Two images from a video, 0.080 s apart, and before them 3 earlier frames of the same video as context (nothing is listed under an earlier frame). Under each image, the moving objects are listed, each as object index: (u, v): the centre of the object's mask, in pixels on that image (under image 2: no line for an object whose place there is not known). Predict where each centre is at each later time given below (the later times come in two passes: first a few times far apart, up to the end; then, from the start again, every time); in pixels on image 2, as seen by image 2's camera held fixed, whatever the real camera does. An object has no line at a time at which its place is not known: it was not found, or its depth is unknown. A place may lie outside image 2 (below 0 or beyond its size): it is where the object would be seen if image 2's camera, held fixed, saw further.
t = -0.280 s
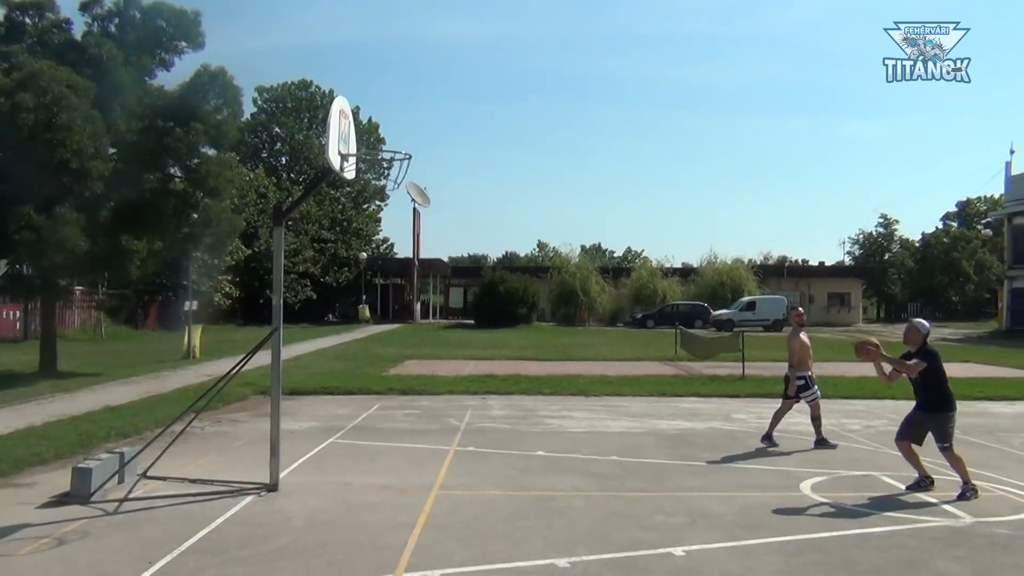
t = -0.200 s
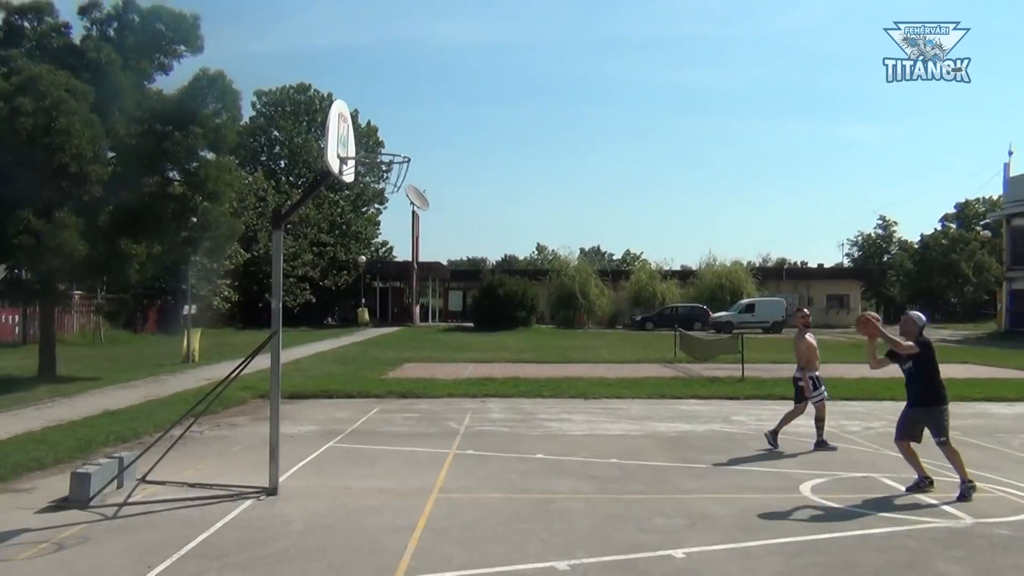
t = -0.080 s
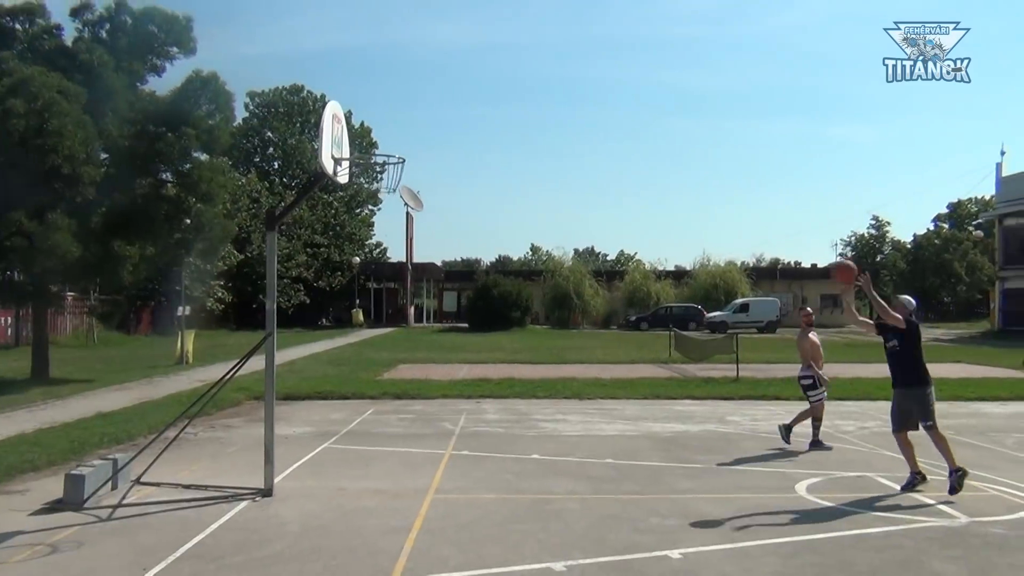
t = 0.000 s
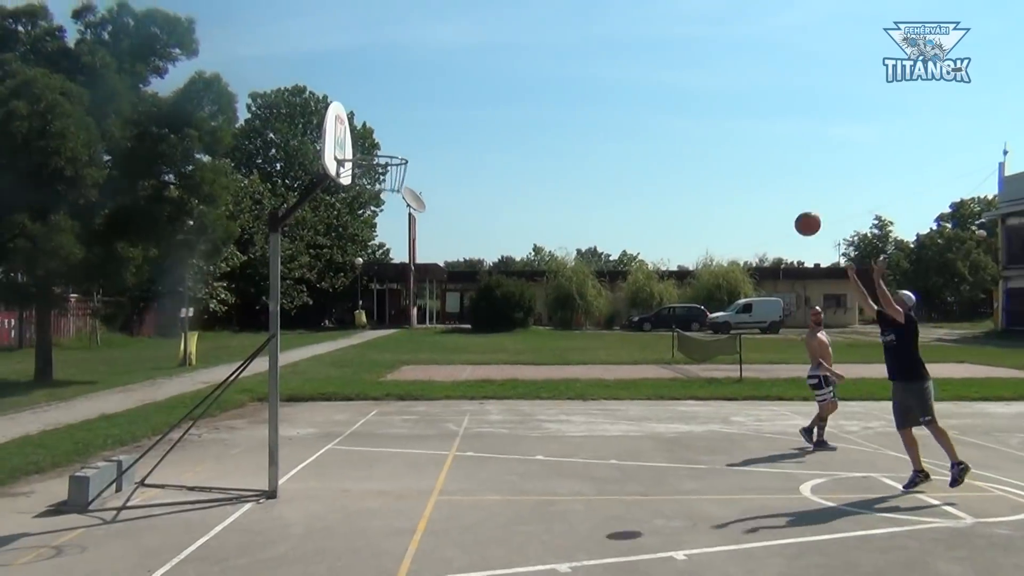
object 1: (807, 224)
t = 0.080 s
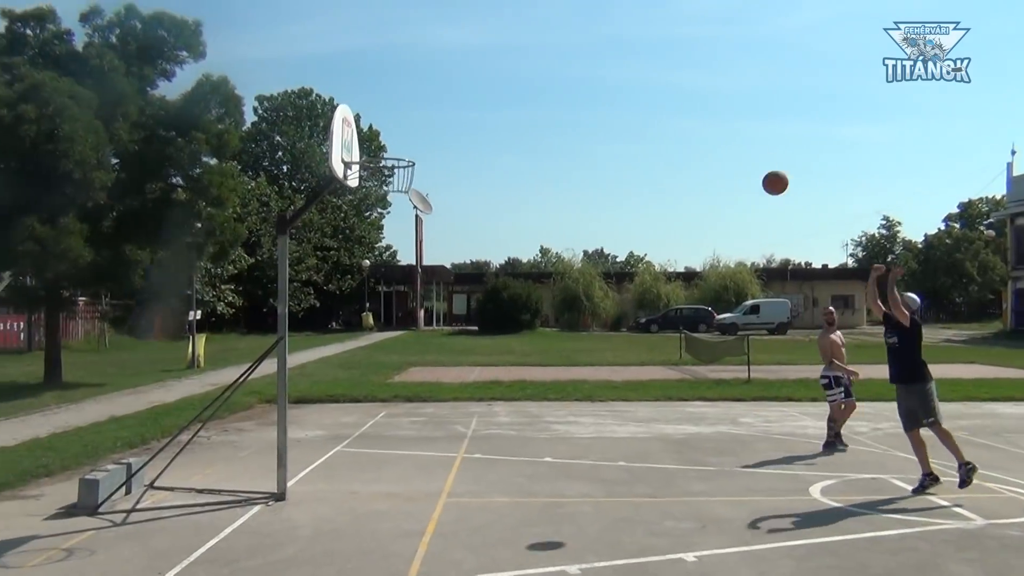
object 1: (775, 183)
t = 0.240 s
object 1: (695, 119)
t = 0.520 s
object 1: (558, 71)
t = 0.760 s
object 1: (442, 95)
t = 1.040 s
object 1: (387, 123)
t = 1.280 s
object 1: (449, 96)
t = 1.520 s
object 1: (512, 132)
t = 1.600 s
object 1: (534, 158)
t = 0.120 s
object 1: (755, 164)
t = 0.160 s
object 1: (735, 147)
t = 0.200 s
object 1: (715, 132)
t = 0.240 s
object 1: (695, 119)
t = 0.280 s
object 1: (676, 107)
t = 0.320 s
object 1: (656, 97)
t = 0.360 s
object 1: (637, 88)
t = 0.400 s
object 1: (617, 81)
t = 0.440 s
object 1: (597, 76)
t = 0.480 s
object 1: (578, 73)
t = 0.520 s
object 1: (558, 71)
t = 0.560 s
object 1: (538, 71)
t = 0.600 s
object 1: (519, 72)
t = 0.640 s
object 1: (500, 75)
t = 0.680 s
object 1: (480, 80)
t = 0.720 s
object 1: (461, 86)
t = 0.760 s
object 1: (442, 95)
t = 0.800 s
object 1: (423, 105)
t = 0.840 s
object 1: (403, 117)
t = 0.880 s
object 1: (384, 130)
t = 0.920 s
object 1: (365, 146)
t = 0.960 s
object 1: (367, 145)
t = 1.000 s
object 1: (377, 133)
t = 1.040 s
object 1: (387, 123)
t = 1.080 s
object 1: (398, 114)
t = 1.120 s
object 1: (408, 107)
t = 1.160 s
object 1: (418, 102)
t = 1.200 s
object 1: (428, 98)
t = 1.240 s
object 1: (439, 96)
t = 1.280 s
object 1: (449, 96)
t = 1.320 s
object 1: (460, 98)
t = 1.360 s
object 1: (470, 101)
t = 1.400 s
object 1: (481, 106)
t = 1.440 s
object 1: (491, 113)
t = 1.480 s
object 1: (502, 122)
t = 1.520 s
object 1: (512, 132)
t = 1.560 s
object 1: (523, 144)
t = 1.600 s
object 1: (534, 158)
